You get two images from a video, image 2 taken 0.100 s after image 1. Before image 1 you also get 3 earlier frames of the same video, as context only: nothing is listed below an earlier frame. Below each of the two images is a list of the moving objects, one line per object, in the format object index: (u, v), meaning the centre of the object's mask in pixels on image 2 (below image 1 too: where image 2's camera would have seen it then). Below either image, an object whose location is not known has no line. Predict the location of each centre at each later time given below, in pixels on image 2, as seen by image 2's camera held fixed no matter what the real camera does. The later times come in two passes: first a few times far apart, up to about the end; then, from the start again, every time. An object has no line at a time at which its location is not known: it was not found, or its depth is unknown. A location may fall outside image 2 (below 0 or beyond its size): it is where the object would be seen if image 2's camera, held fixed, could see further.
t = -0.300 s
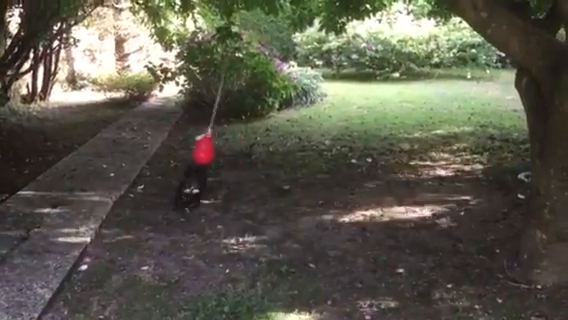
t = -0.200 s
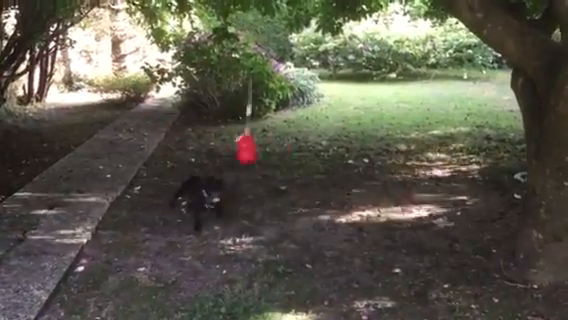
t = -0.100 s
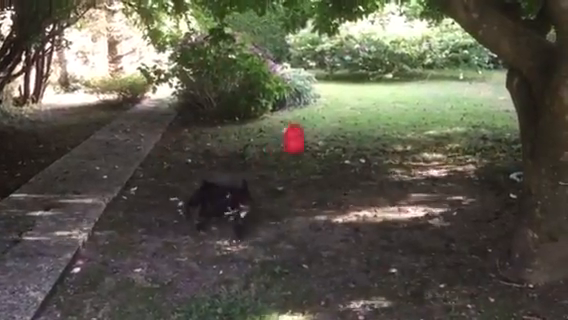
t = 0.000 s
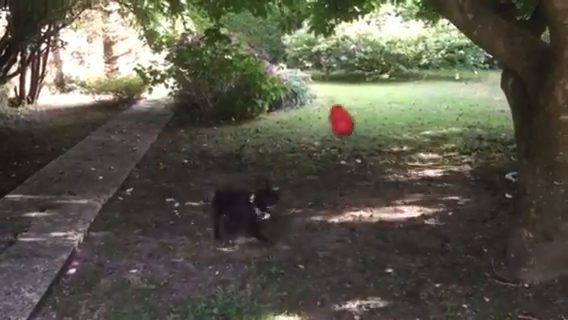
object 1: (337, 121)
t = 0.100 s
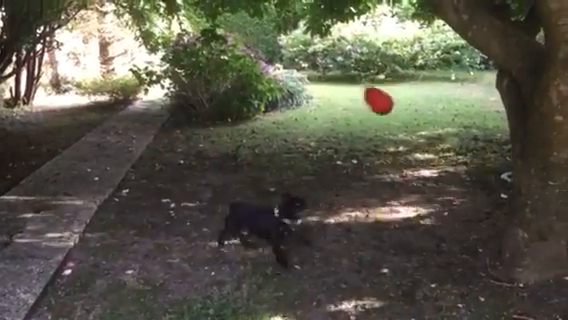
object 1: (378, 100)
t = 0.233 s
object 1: (414, 79)
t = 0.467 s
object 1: (426, 75)
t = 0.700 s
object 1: (382, 104)
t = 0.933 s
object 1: (300, 127)
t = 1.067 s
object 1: (247, 129)
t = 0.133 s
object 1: (389, 93)
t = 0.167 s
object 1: (399, 87)
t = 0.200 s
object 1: (406, 83)
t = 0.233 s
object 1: (414, 79)
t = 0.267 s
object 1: (419, 77)
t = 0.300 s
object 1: (424, 74)
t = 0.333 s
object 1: (427, 74)
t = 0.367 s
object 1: (428, 73)
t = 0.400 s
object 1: (428, 73)
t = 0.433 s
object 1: (428, 75)
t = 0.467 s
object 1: (426, 75)
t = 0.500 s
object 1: (422, 79)
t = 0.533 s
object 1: (418, 83)
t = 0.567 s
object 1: (414, 87)
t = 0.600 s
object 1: (407, 90)
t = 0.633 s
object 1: (399, 95)
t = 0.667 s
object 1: (391, 99)
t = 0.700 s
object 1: (382, 104)
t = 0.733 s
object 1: (372, 108)
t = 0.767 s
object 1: (362, 112)
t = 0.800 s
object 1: (350, 116)
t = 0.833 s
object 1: (338, 119)
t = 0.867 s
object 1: (326, 122)
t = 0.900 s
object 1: (313, 124)
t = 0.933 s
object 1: (300, 127)
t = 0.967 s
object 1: (287, 129)
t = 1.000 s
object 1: (273, 129)
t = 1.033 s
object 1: (260, 129)
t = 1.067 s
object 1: (247, 129)
